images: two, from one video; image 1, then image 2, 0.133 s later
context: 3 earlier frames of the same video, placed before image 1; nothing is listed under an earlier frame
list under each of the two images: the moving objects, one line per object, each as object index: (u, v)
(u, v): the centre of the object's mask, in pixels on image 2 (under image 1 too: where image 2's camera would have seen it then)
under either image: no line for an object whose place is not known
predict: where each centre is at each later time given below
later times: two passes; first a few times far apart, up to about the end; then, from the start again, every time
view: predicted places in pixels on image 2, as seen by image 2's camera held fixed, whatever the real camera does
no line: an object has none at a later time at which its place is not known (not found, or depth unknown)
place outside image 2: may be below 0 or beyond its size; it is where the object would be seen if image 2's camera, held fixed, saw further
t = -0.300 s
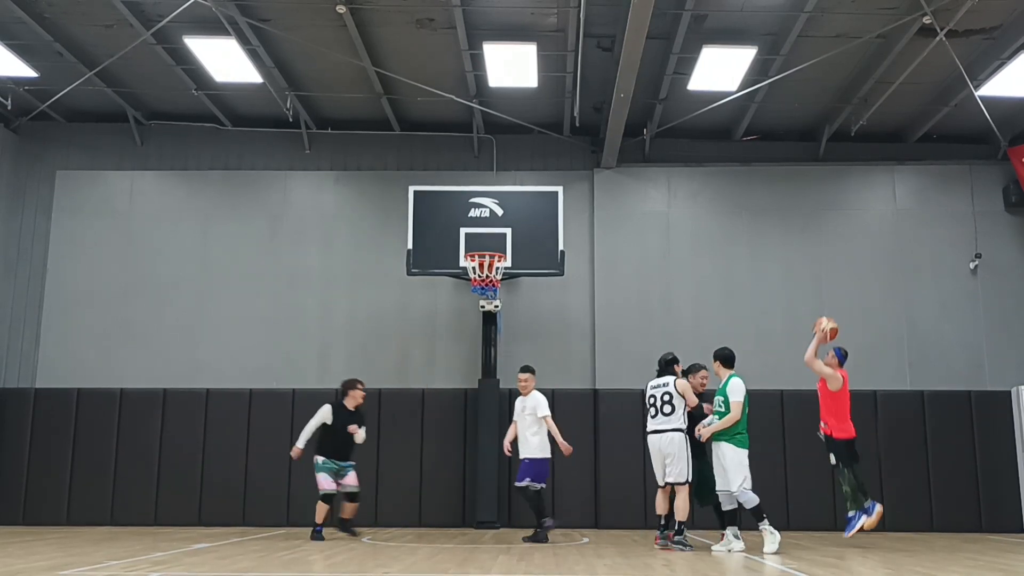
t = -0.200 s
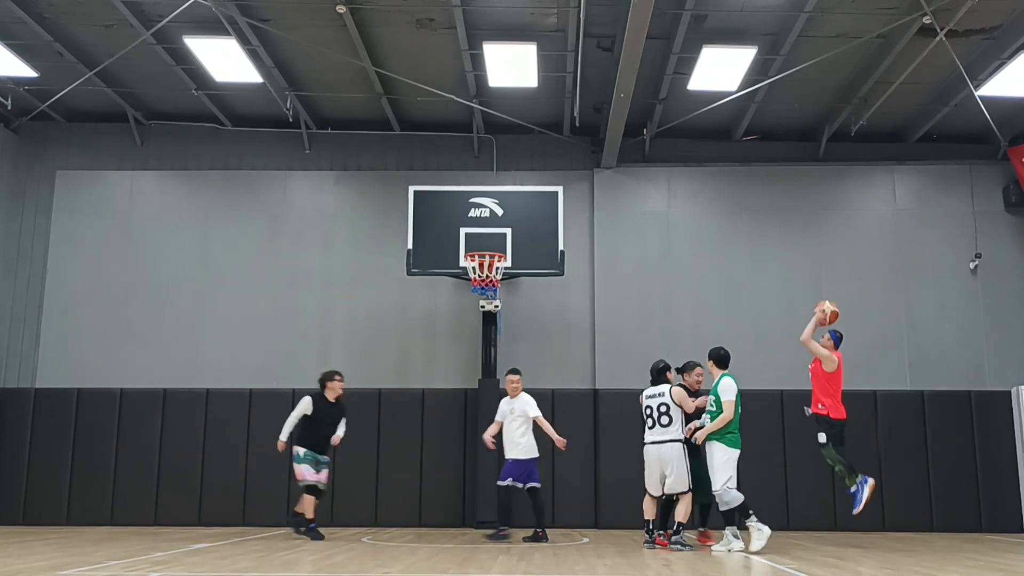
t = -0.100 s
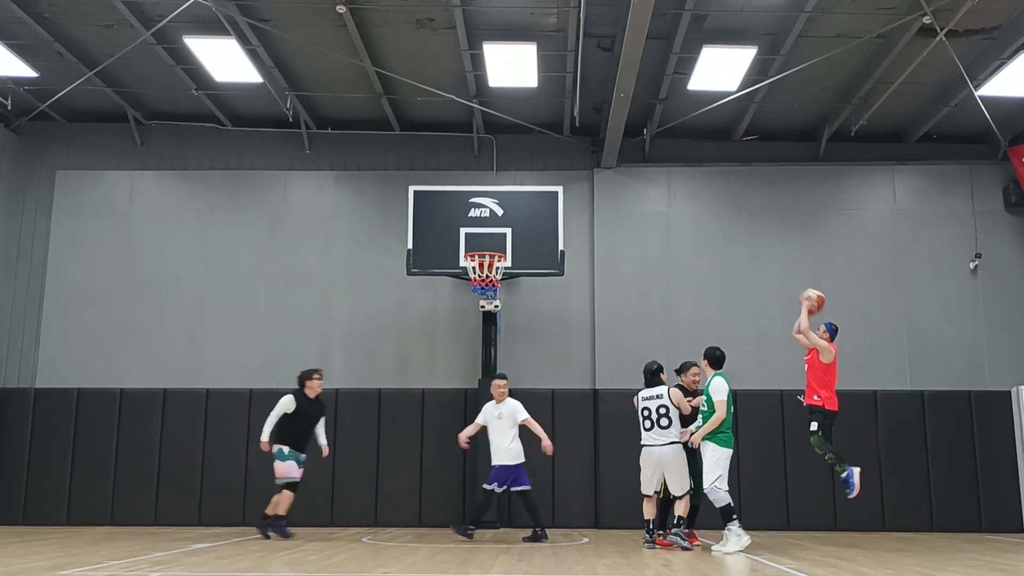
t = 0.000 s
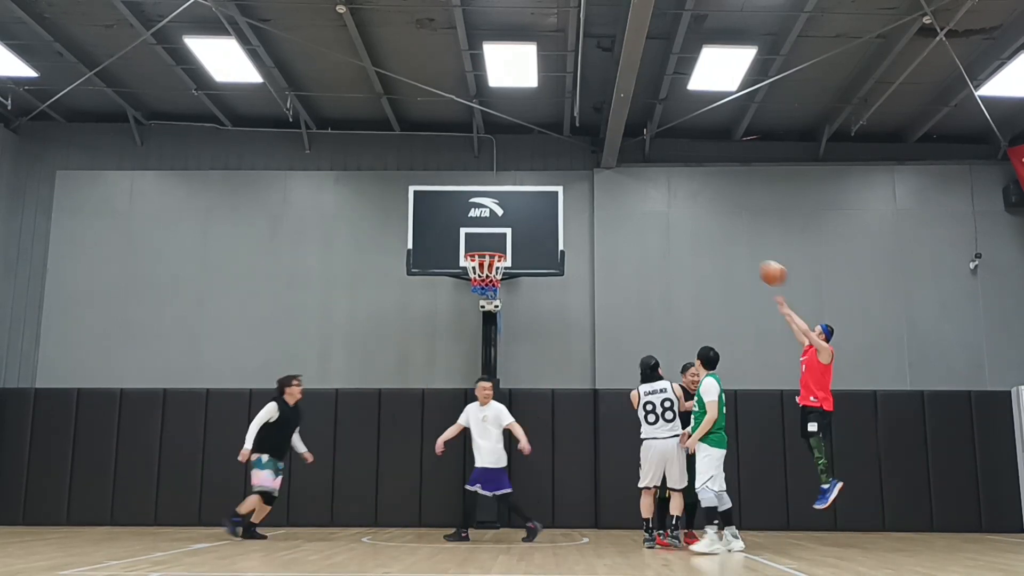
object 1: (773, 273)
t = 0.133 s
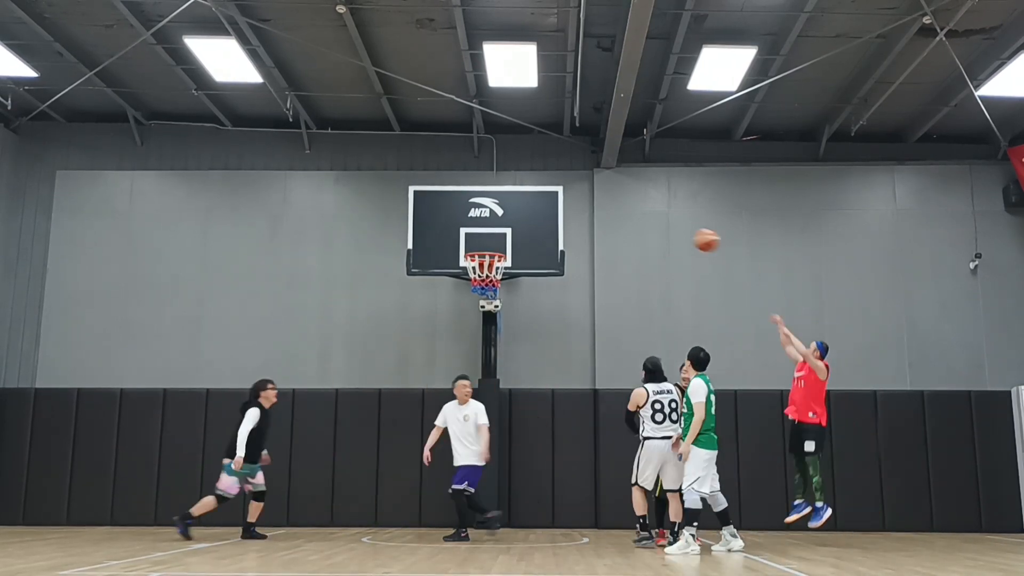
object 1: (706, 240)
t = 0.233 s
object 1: (659, 227)
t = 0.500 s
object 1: (545, 234)
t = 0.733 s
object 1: (502, 236)
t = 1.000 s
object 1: (493, 238)
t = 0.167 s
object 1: (690, 235)
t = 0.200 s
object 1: (675, 230)
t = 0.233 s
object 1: (659, 227)
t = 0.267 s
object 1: (644, 224)
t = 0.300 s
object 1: (629, 223)
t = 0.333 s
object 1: (615, 222)
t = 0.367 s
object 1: (601, 222)
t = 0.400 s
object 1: (586, 224)
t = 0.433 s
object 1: (574, 226)
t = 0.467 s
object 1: (558, 230)
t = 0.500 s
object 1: (545, 234)
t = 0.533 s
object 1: (532, 239)
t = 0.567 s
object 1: (522, 242)
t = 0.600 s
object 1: (514, 245)
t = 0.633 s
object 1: (507, 248)
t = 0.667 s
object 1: (504, 244)
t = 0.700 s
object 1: (502, 240)
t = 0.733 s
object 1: (502, 236)
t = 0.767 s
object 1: (500, 233)
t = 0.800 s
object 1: (499, 231)
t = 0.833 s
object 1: (498, 229)
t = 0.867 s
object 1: (497, 229)
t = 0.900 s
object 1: (496, 230)
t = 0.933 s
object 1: (495, 232)
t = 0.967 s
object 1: (494, 234)
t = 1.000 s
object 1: (493, 238)
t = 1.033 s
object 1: (491, 242)
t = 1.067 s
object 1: (489, 243)
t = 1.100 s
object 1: (487, 245)
